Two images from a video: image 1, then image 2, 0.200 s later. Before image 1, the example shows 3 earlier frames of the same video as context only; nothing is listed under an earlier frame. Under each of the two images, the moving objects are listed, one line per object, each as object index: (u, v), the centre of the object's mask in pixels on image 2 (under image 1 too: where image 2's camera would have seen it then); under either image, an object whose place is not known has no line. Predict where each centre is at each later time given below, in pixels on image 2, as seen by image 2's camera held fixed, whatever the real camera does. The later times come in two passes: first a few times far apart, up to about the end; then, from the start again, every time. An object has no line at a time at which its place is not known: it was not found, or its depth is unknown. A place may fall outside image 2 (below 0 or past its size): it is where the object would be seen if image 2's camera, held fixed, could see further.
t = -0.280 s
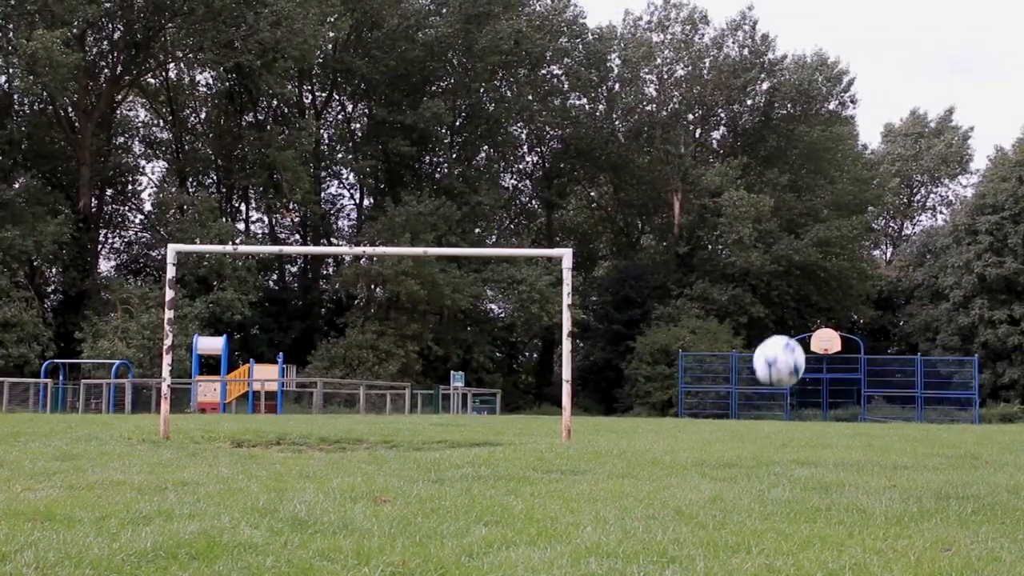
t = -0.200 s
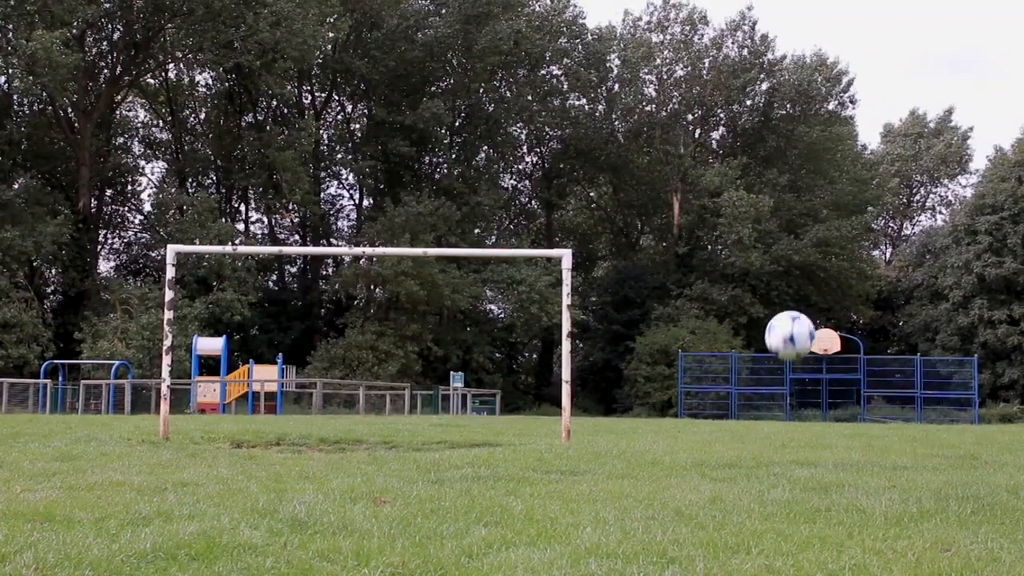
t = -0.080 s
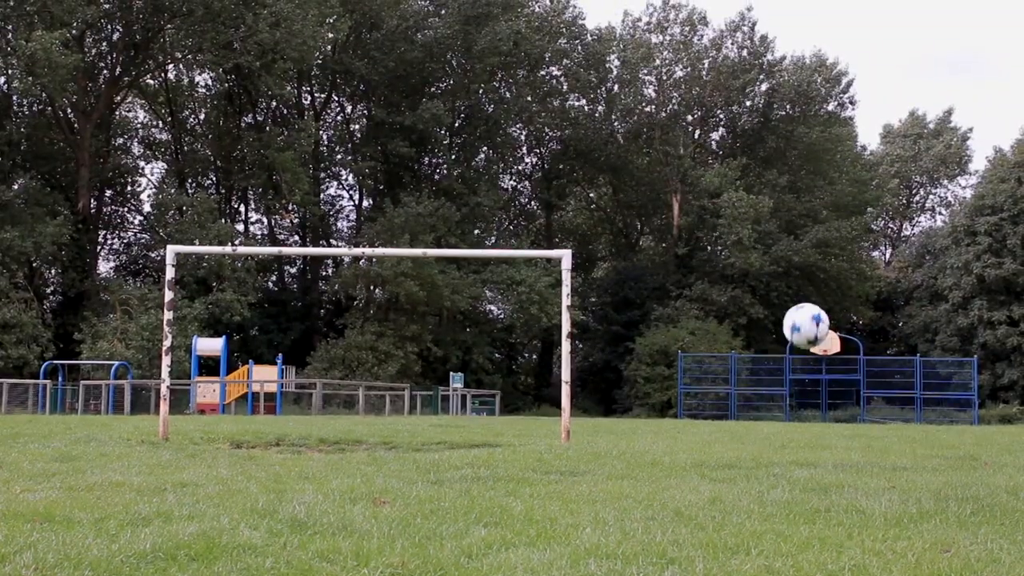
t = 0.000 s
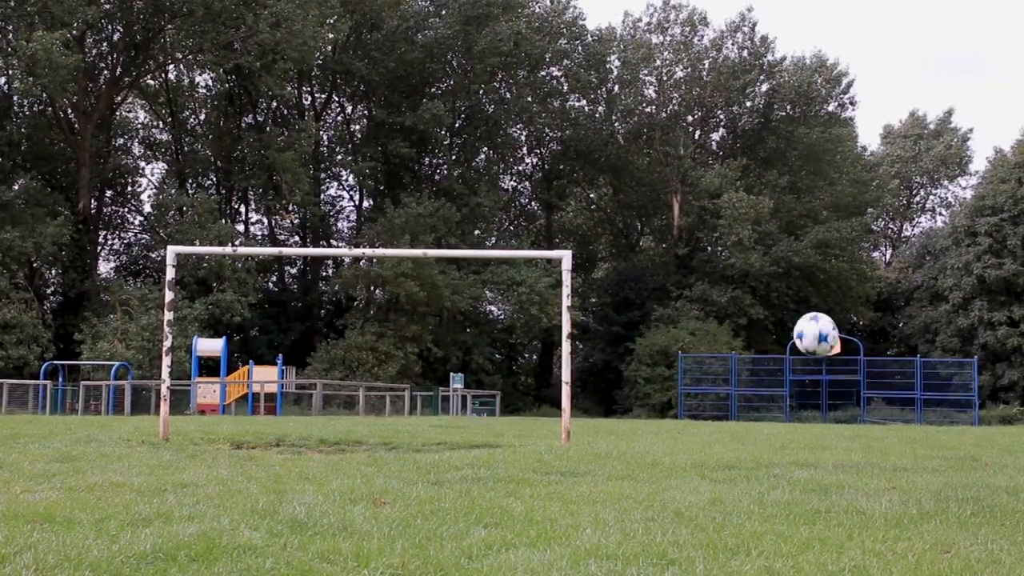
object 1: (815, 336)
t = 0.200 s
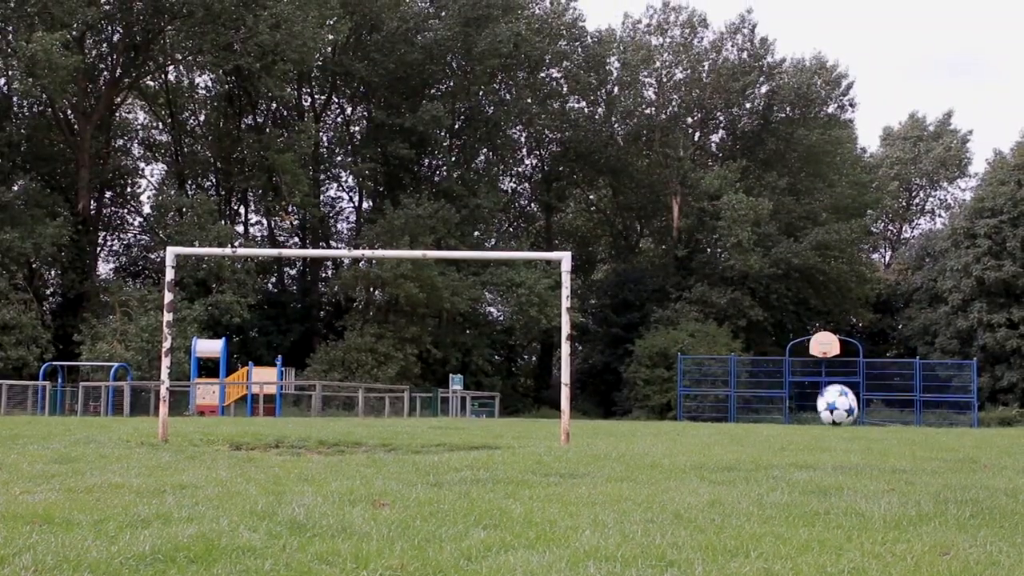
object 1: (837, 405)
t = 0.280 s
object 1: (844, 451)
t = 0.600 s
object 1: (879, 445)
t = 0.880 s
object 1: (906, 454)
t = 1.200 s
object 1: (933, 453)
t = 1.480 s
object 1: (952, 451)
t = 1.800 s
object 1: (966, 448)
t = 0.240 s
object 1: (841, 426)
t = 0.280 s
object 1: (844, 451)
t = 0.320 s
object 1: (848, 467)
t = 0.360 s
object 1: (853, 459)
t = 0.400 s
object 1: (858, 452)
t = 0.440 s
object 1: (862, 446)
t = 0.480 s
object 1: (867, 442)
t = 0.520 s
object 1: (871, 441)
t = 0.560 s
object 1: (875, 442)
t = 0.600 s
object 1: (879, 445)
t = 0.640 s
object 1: (883, 452)
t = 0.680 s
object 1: (886, 457)
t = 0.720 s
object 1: (890, 457)
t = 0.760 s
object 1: (895, 454)
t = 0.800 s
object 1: (899, 453)
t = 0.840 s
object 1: (902, 453)
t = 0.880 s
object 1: (906, 454)
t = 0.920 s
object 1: (909, 455)
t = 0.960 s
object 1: (913, 454)
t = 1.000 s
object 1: (917, 453)
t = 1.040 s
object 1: (920, 452)
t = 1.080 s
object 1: (924, 452)
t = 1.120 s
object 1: (927, 452)
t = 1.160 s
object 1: (930, 453)
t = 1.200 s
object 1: (933, 453)
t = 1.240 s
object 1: (937, 453)
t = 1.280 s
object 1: (940, 453)
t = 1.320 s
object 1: (942, 452)
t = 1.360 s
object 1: (945, 451)
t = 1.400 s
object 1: (947, 451)
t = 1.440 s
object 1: (950, 451)
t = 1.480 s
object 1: (952, 451)
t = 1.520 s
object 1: (954, 450)
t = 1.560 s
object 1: (956, 450)
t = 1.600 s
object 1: (958, 449)
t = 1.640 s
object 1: (960, 448)
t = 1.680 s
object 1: (962, 448)
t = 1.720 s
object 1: (963, 448)
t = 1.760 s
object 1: (965, 448)
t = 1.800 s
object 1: (966, 448)
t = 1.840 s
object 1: (967, 448)
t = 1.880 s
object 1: (970, 447)
